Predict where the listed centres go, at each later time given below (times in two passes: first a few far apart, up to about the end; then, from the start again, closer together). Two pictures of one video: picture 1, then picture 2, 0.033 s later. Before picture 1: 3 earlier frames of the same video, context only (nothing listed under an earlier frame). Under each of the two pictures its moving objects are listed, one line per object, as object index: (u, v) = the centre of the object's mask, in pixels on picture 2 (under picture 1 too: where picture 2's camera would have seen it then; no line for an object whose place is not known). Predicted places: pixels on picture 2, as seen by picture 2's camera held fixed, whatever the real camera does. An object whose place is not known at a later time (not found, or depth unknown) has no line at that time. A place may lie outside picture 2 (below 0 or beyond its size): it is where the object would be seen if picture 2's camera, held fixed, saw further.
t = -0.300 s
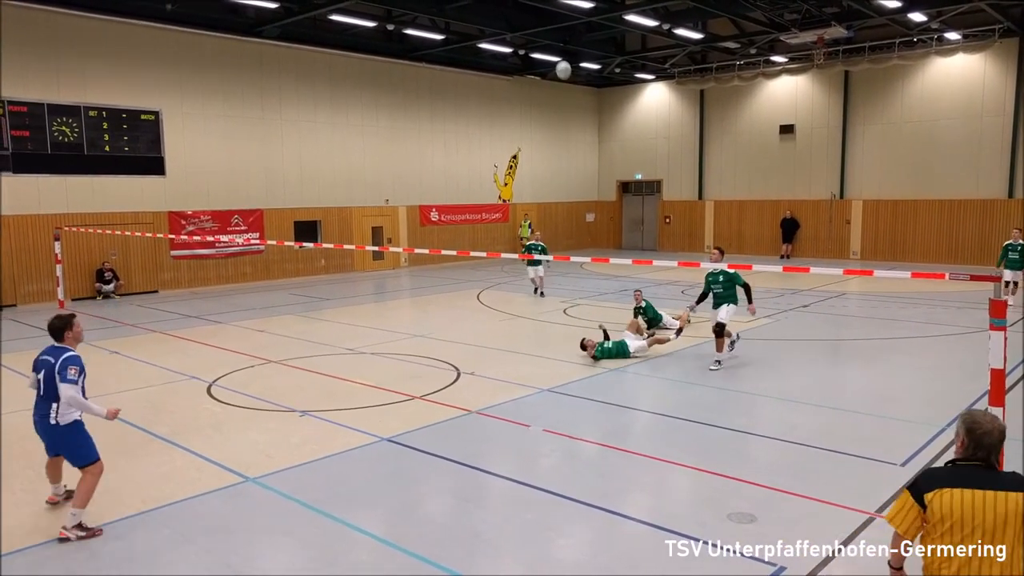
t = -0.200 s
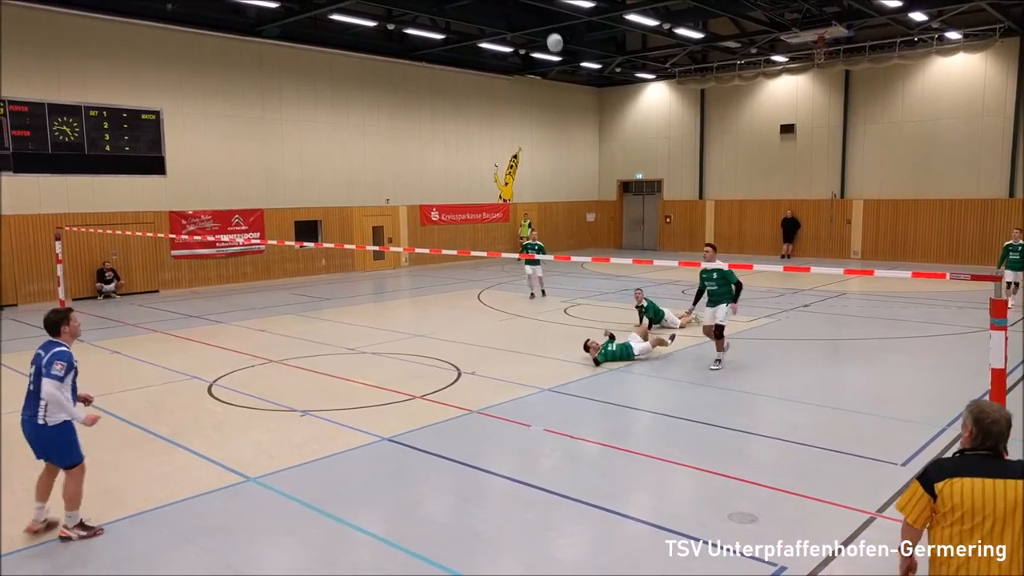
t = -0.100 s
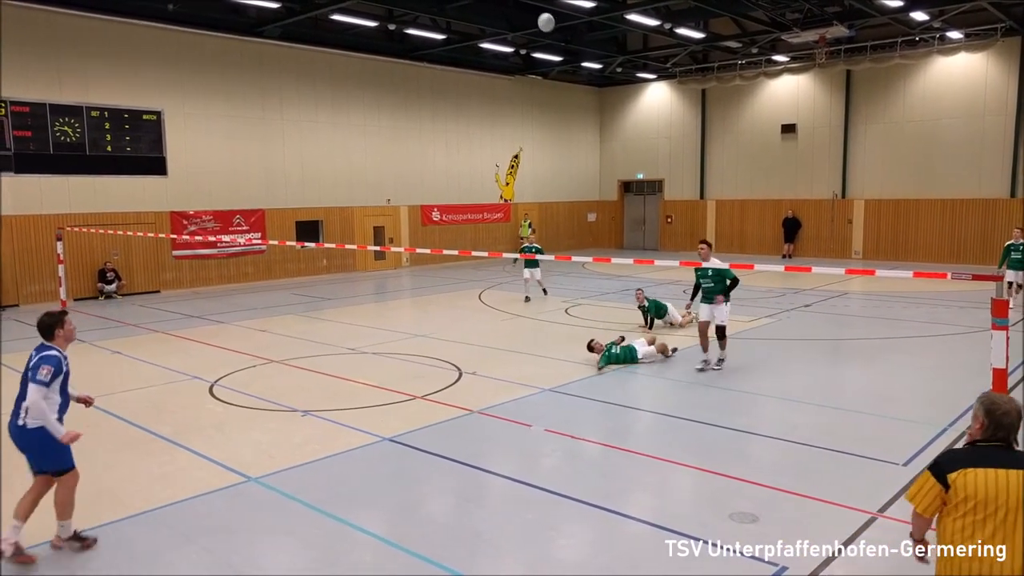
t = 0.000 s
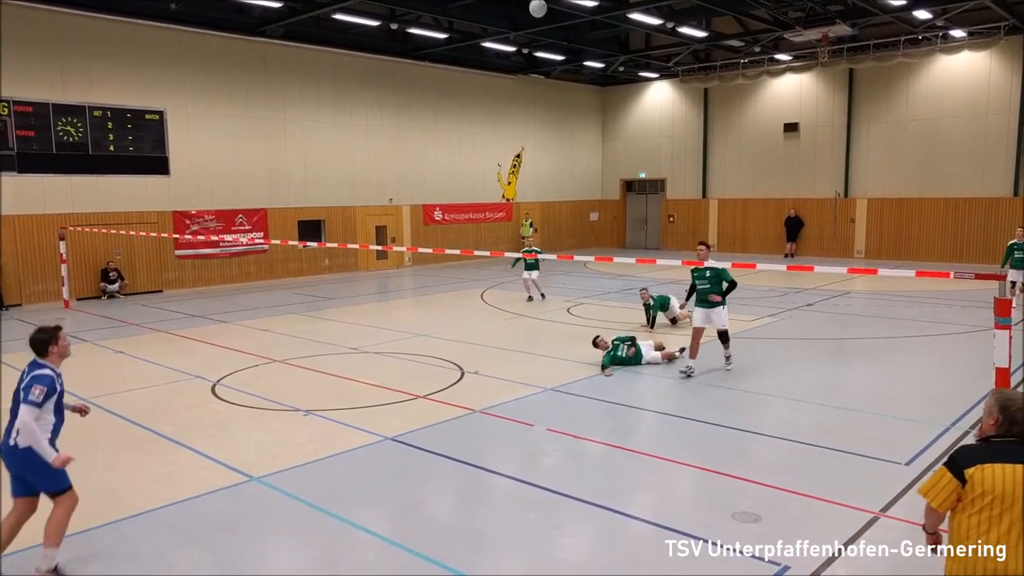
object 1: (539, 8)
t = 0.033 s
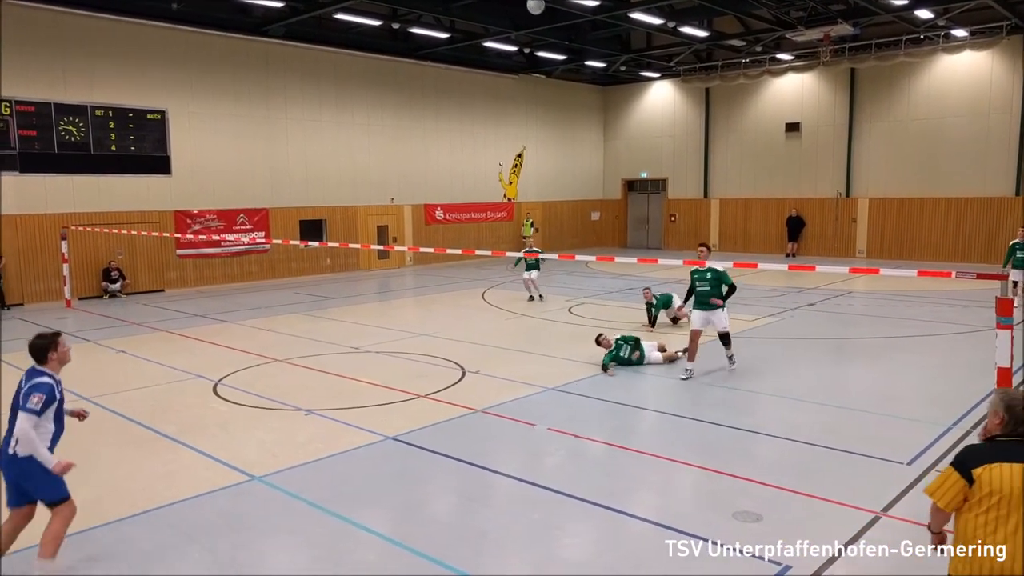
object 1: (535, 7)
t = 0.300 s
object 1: (504, 17)
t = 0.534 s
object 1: (472, 87)
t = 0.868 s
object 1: (419, 316)
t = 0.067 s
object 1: (532, 6)
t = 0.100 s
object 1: (528, 6)
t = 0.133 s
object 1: (524, 6)
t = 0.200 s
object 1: (516, 9)
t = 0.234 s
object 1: (512, 11)
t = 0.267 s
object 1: (508, 13)
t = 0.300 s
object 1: (504, 17)
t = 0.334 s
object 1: (500, 23)
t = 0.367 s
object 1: (495, 30)
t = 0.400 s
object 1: (491, 40)
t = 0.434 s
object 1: (486, 51)
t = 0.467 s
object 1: (482, 61)
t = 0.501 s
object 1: (477, 73)
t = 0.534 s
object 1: (472, 87)
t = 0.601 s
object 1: (463, 118)
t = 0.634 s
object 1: (458, 137)
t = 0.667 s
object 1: (452, 159)
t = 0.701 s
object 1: (447, 180)
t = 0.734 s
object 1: (443, 205)
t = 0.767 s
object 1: (437, 231)
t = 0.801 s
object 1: (433, 255)
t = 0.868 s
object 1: (419, 316)
